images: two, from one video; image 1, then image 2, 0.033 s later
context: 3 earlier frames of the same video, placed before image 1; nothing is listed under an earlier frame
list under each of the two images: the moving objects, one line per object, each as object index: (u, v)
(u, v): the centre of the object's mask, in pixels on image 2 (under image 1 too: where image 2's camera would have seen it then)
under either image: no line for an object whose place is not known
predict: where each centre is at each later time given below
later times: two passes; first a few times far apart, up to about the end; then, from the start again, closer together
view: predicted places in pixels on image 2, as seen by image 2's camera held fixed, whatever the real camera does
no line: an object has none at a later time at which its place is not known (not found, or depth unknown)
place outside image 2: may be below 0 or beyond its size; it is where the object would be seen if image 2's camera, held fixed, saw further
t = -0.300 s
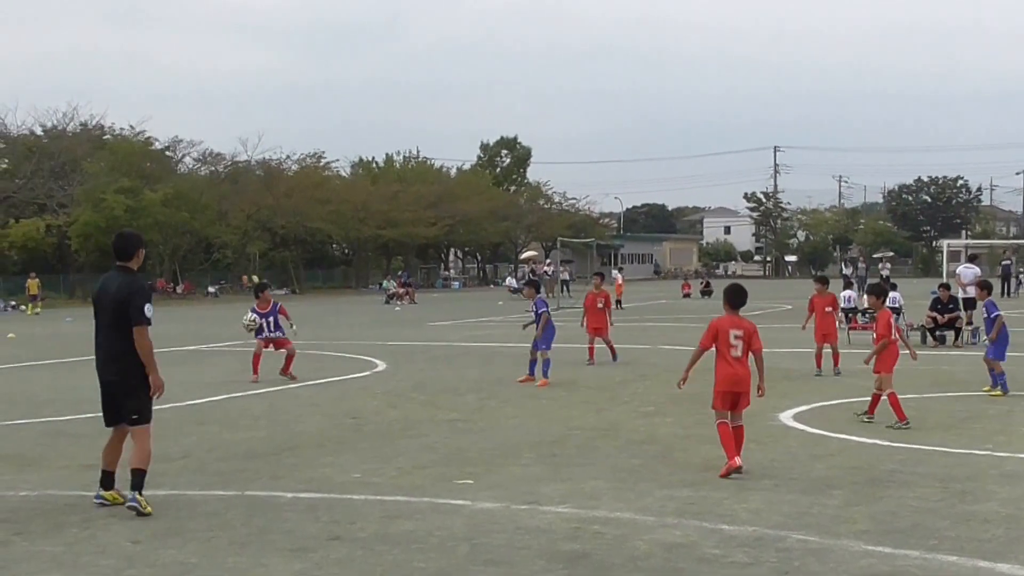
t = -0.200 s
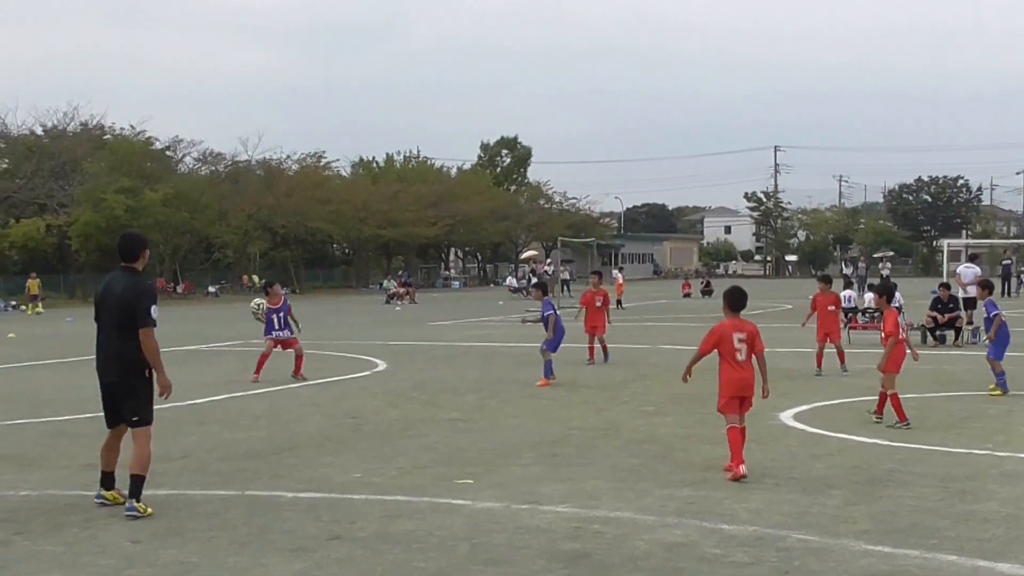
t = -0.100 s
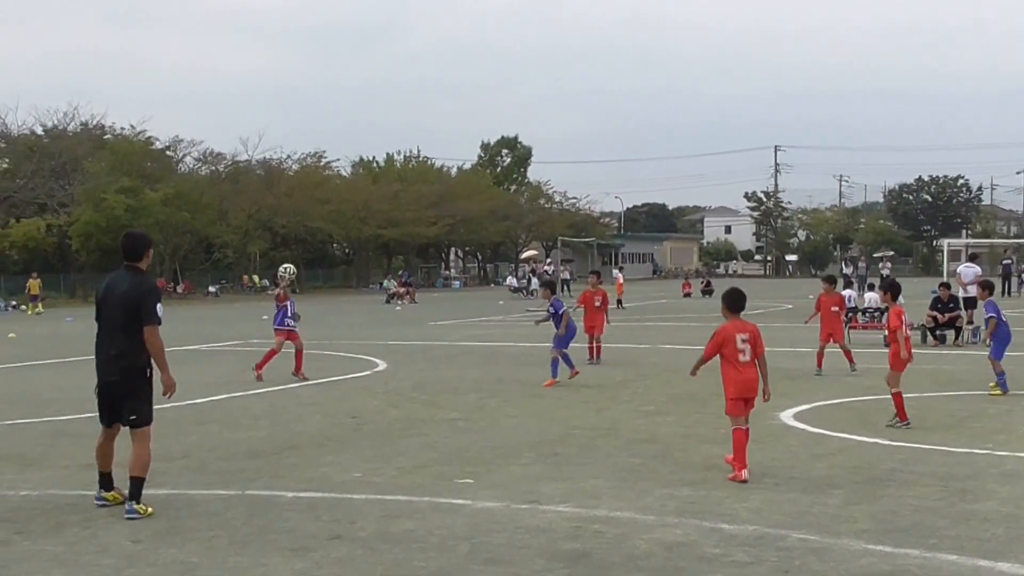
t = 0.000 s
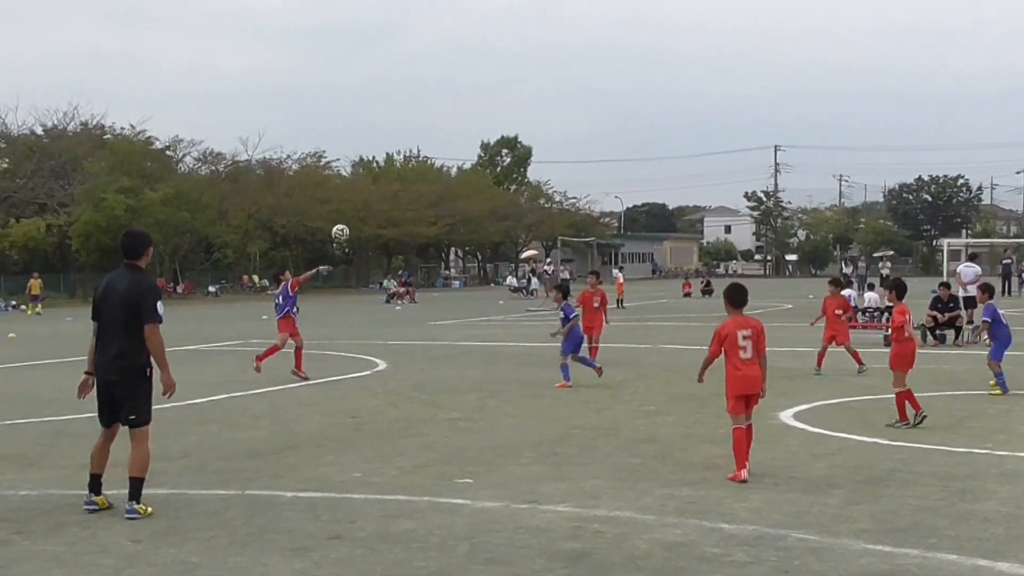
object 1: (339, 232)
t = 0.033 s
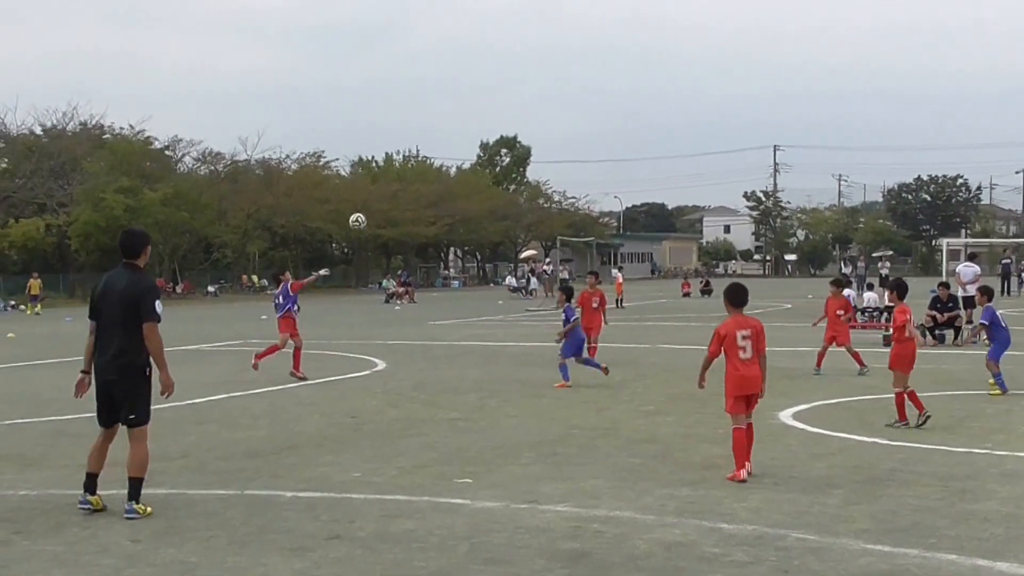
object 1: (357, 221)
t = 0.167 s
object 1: (427, 186)
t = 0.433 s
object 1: (555, 163)
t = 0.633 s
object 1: (645, 183)
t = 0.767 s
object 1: (698, 212)
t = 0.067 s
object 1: (375, 211)
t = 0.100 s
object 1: (393, 202)
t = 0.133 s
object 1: (410, 193)
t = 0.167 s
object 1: (427, 186)
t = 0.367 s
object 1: (524, 163)
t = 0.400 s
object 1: (540, 164)
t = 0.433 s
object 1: (555, 163)
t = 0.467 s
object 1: (571, 164)
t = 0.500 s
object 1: (586, 167)
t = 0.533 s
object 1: (601, 169)
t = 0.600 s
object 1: (631, 178)
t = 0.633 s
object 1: (645, 183)
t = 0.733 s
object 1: (685, 203)
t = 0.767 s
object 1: (698, 212)
